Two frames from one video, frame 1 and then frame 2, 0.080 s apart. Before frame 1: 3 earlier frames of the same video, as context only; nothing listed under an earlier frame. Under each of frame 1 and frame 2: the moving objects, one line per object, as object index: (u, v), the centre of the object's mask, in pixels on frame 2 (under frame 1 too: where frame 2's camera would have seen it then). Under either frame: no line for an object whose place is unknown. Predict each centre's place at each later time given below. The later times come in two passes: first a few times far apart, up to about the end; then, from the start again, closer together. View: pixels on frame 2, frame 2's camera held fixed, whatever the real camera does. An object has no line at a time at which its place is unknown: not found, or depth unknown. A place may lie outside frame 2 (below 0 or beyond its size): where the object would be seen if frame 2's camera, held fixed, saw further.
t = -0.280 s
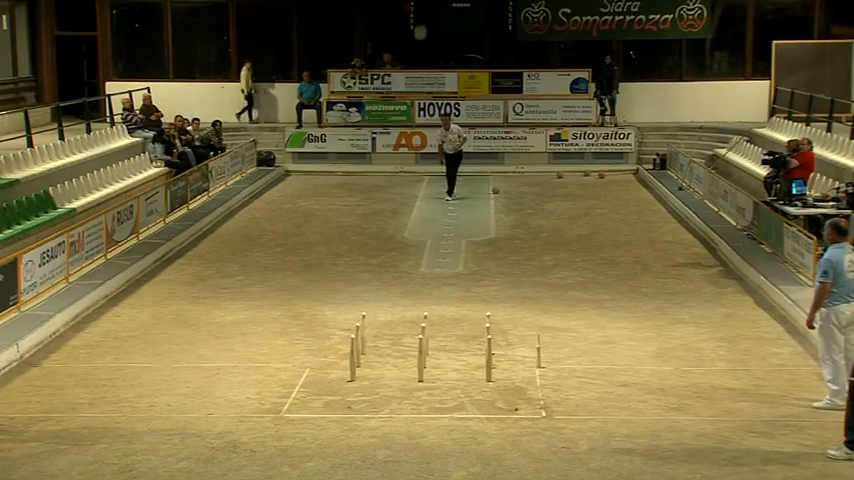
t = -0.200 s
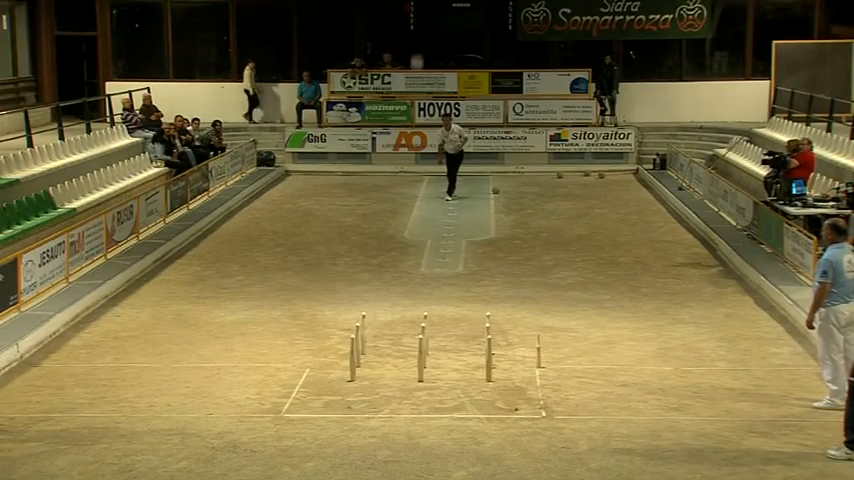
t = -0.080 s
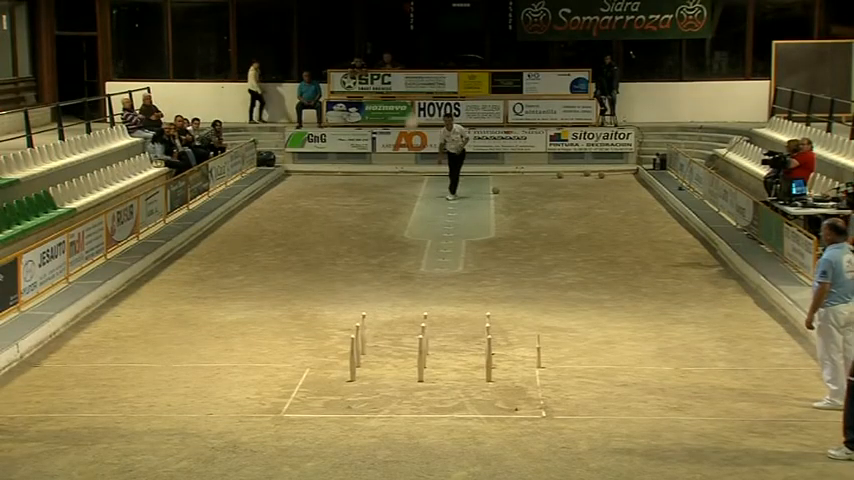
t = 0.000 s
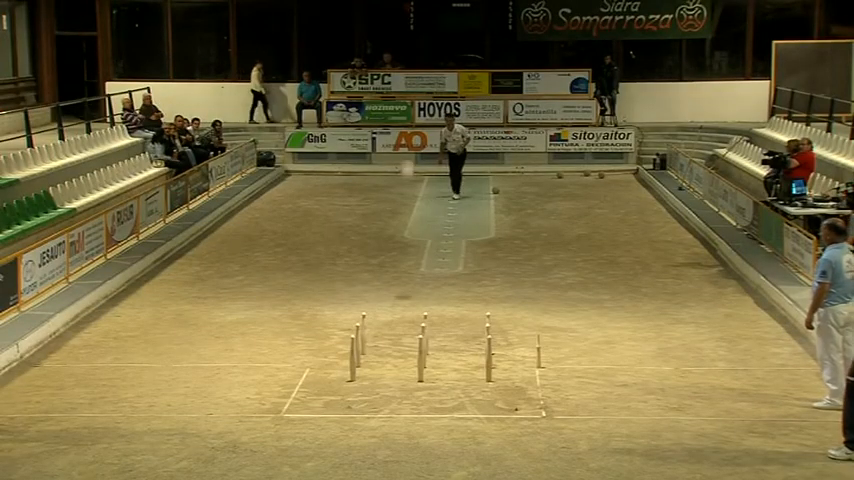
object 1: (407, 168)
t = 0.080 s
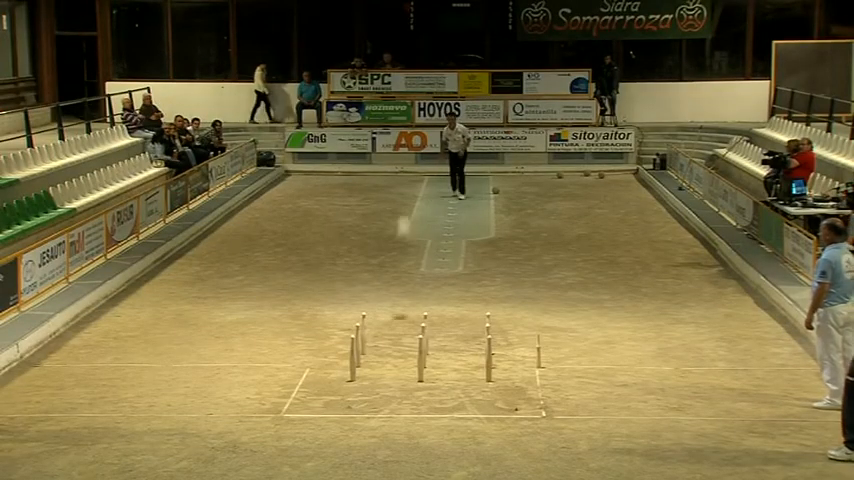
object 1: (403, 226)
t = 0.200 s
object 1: (396, 340)
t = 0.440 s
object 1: (414, 340)
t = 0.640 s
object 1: (429, 364)
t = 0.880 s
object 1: (438, 380)
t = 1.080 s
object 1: (450, 392)
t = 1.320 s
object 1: (464, 404)
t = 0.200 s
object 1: (396, 340)
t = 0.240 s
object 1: (398, 337)
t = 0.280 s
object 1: (401, 334)
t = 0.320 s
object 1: (406, 333)
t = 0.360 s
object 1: (409, 334)
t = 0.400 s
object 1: (412, 336)
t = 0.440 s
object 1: (414, 340)
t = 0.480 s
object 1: (415, 344)
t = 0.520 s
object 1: (426, 346)
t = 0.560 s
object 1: (427, 351)
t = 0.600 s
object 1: (428, 357)
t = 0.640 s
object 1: (429, 364)
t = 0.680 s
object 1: (430, 369)
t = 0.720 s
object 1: (431, 370)
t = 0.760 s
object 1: (433, 372)
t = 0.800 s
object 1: (434, 373)
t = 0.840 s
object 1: (436, 378)
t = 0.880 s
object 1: (438, 380)
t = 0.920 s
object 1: (441, 383)
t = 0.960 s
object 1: (443, 385)
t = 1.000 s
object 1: (445, 388)
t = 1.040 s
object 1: (447, 390)
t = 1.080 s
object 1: (450, 392)
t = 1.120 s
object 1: (452, 394)
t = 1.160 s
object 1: (455, 397)
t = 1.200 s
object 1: (457, 398)
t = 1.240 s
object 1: (459, 400)
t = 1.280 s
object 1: (461, 403)
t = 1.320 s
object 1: (464, 404)
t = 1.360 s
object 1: (466, 406)
